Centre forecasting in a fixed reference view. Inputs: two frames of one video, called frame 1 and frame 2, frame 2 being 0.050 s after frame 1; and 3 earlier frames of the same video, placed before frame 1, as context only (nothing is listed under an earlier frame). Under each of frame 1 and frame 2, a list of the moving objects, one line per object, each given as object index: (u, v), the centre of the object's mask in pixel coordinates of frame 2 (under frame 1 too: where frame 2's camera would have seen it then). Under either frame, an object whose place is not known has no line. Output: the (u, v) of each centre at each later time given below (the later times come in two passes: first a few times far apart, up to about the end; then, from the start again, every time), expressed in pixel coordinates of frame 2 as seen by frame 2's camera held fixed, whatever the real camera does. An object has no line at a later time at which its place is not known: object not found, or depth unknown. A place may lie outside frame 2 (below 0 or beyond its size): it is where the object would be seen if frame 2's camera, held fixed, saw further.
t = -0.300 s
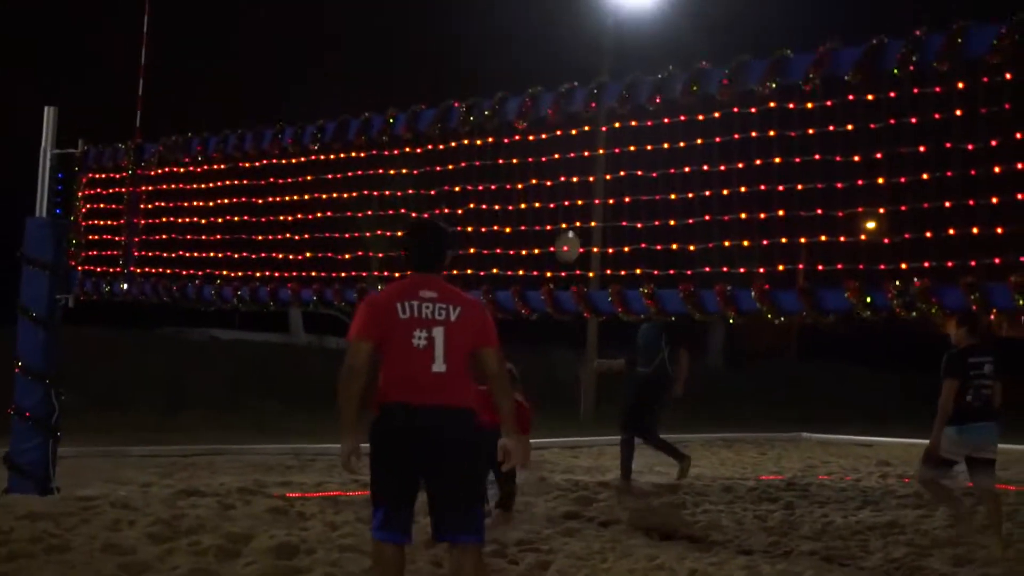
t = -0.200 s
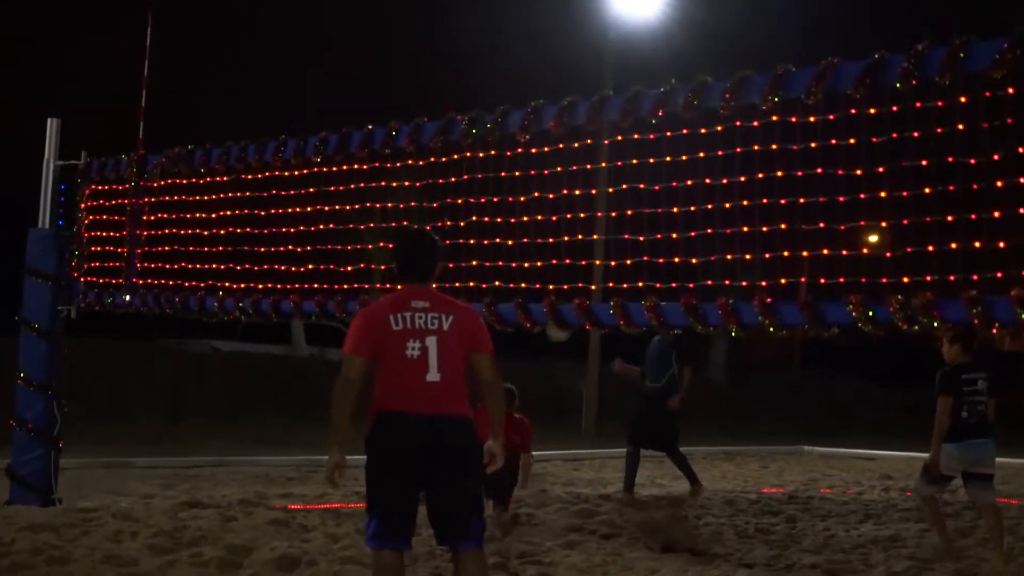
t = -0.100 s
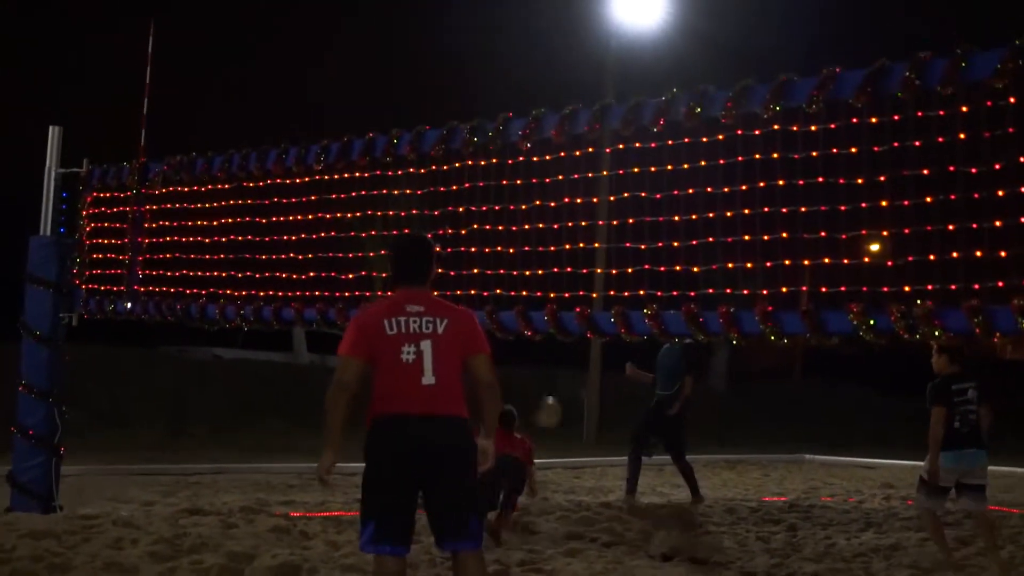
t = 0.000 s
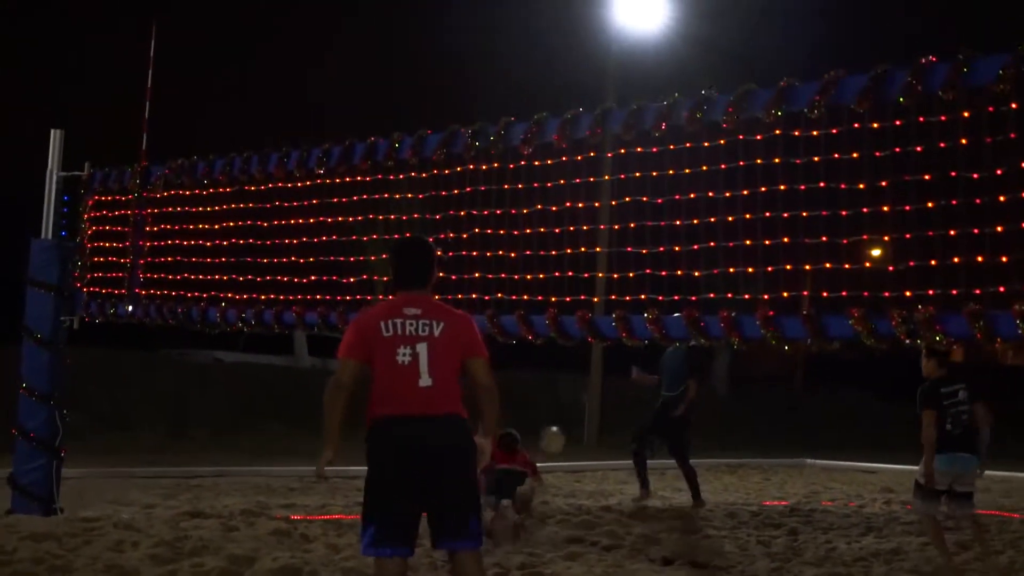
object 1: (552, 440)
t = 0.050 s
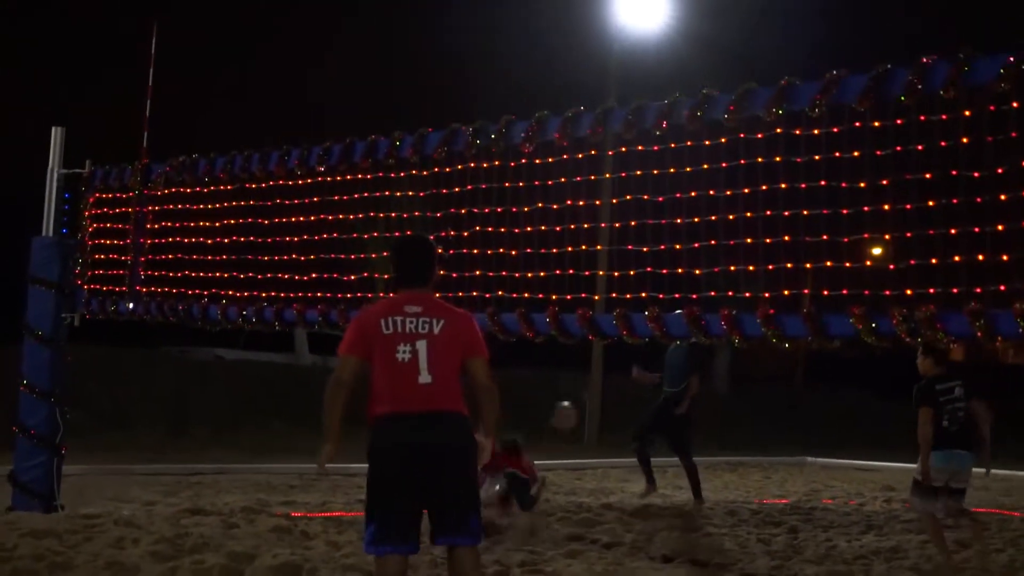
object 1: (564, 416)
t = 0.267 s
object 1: (609, 348)
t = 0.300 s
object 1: (616, 344)
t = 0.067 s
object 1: (567, 409)
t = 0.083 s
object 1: (571, 402)
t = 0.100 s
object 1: (575, 395)
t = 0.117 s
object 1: (578, 389)
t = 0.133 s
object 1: (581, 383)
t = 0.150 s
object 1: (585, 378)
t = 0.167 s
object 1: (588, 372)
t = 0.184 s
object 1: (592, 367)
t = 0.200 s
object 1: (595, 362)
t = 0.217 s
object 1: (599, 358)
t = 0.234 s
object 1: (602, 354)
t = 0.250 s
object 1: (606, 351)
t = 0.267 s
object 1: (609, 348)
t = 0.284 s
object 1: (613, 346)
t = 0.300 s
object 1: (616, 344)
